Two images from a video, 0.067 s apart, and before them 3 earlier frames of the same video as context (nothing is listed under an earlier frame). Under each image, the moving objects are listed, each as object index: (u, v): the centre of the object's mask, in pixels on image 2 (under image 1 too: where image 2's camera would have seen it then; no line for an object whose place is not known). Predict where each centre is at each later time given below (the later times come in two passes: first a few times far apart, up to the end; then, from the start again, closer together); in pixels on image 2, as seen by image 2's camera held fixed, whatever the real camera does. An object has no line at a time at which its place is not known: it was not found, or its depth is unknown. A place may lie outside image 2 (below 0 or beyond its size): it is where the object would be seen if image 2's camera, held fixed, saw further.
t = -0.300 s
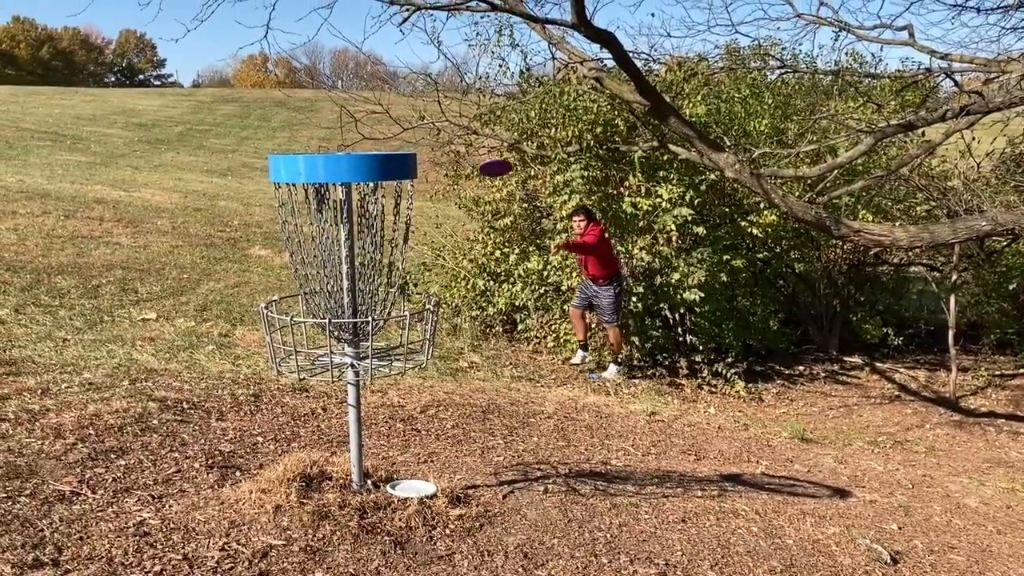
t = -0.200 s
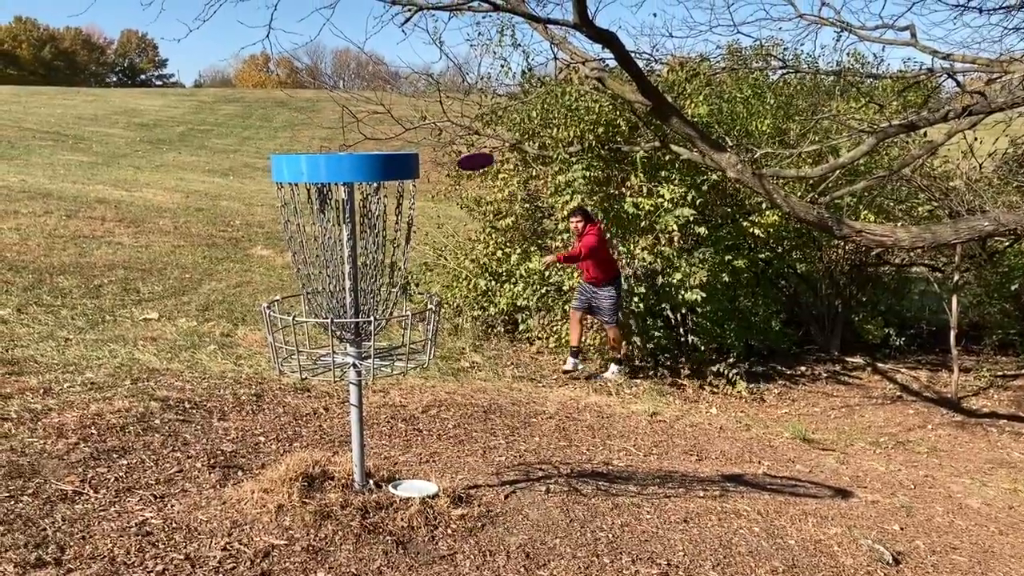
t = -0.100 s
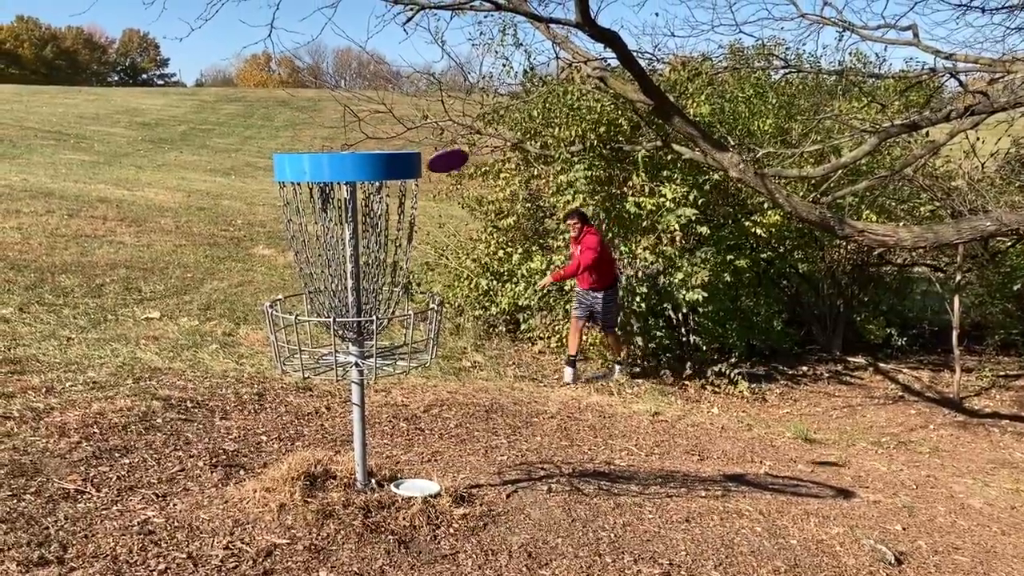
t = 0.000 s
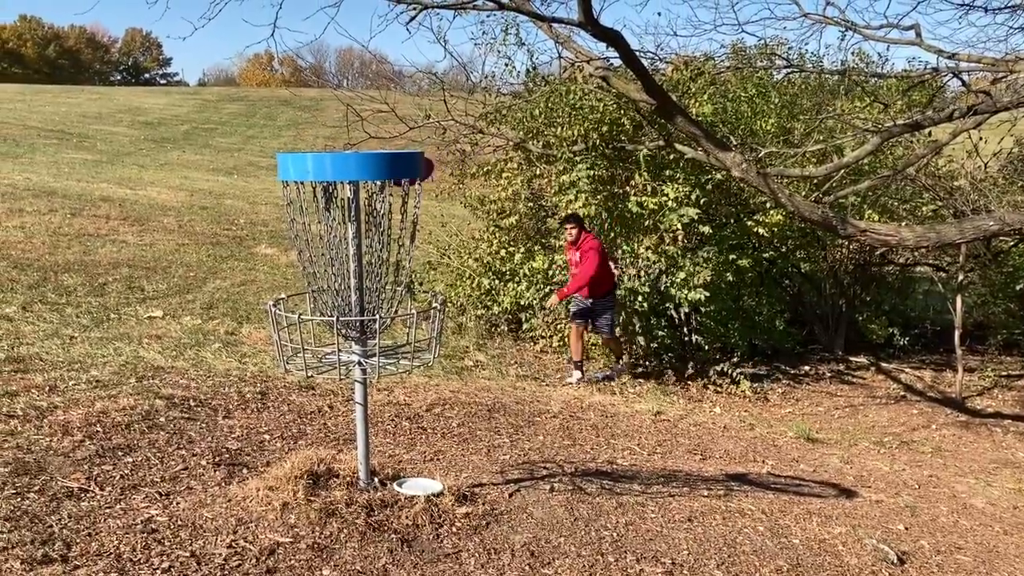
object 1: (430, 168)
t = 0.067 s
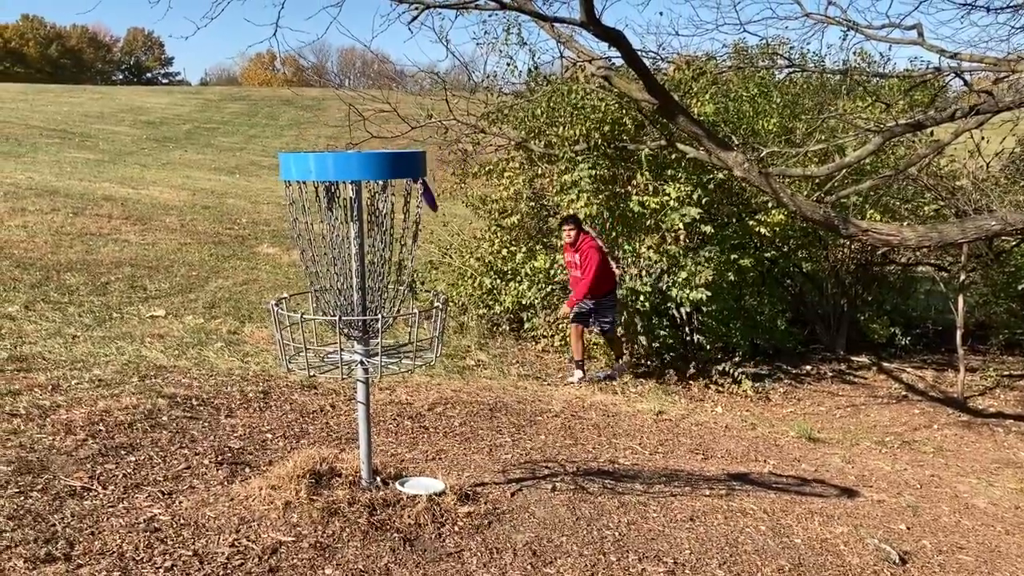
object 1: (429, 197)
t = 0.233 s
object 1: (462, 281)
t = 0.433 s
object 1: (505, 451)
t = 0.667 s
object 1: (576, 451)
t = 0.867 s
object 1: (640, 485)
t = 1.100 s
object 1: (714, 511)
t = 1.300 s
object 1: (779, 526)
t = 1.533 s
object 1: (843, 534)
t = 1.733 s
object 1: (840, 509)
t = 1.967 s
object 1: (836, 515)
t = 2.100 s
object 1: (833, 506)
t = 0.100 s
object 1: (434, 204)
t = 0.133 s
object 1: (440, 221)
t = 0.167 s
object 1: (448, 238)
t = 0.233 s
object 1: (462, 281)
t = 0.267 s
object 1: (470, 305)
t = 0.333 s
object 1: (484, 358)
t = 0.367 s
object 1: (490, 387)
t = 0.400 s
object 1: (499, 417)
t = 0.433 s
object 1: (505, 451)
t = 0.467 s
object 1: (510, 473)
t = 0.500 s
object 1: (522, 465)
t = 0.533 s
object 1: (533, 456)
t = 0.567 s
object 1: (545, 451)
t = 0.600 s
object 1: (556, 449)
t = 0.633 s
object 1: (567, 450)
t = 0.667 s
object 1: (576, 451)
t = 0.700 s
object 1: (586, 455)
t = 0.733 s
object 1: (598, 462)
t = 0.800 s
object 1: (620, 483)
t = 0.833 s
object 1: (630, 488)
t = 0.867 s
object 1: (640, 485)
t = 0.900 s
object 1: (651, 484)
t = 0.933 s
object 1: (661, 486)
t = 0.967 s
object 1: (671, 490)
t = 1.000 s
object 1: (682, 496)
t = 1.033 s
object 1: (693, 506)
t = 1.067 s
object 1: (703, 511)
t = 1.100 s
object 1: (714, 511)
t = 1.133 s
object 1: (726, 514)
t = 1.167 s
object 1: (737, 519)
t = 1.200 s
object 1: (748, 525)
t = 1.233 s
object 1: (758, 525)
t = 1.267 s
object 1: (768, 527)
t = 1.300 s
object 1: (779, 526)
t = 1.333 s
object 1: (789, 527)
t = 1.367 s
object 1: (798, 529)
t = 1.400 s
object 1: (807, 529)
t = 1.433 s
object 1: (816, 530)
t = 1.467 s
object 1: (824, 532)
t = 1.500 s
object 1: (833, 533)
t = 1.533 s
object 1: (843, 534)
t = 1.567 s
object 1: (839, 524)
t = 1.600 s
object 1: (842, 519)
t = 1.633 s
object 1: (842, 514)
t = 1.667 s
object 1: (842, 510)
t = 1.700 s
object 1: (842, 509)
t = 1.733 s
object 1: (840, 509)
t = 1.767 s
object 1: (840, 508)
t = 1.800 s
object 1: (841, 510)
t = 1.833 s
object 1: (839, 511)
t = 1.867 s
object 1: (837, 514)
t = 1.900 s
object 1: (838, 518)
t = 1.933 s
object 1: (836, 517)
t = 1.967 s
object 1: (836, 515)
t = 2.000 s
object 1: (832, 511)
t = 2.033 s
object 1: (832, 508)
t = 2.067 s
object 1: (833, 506)
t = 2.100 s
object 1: (833, 506)
